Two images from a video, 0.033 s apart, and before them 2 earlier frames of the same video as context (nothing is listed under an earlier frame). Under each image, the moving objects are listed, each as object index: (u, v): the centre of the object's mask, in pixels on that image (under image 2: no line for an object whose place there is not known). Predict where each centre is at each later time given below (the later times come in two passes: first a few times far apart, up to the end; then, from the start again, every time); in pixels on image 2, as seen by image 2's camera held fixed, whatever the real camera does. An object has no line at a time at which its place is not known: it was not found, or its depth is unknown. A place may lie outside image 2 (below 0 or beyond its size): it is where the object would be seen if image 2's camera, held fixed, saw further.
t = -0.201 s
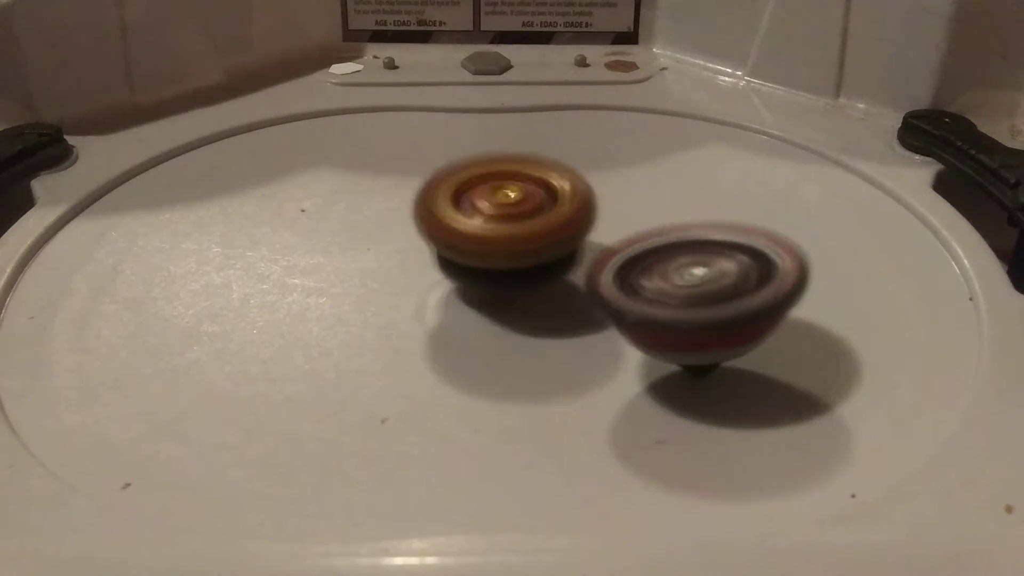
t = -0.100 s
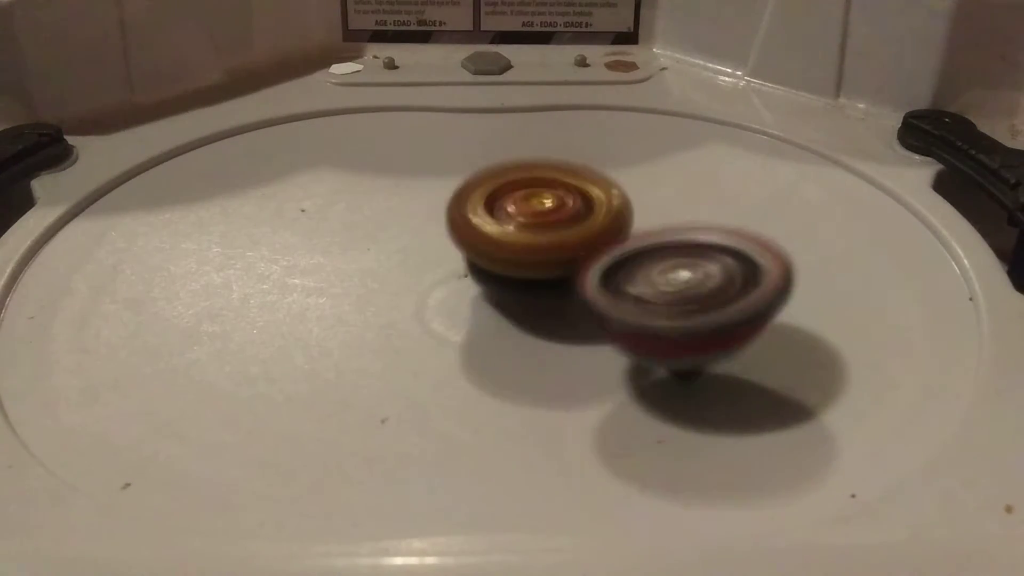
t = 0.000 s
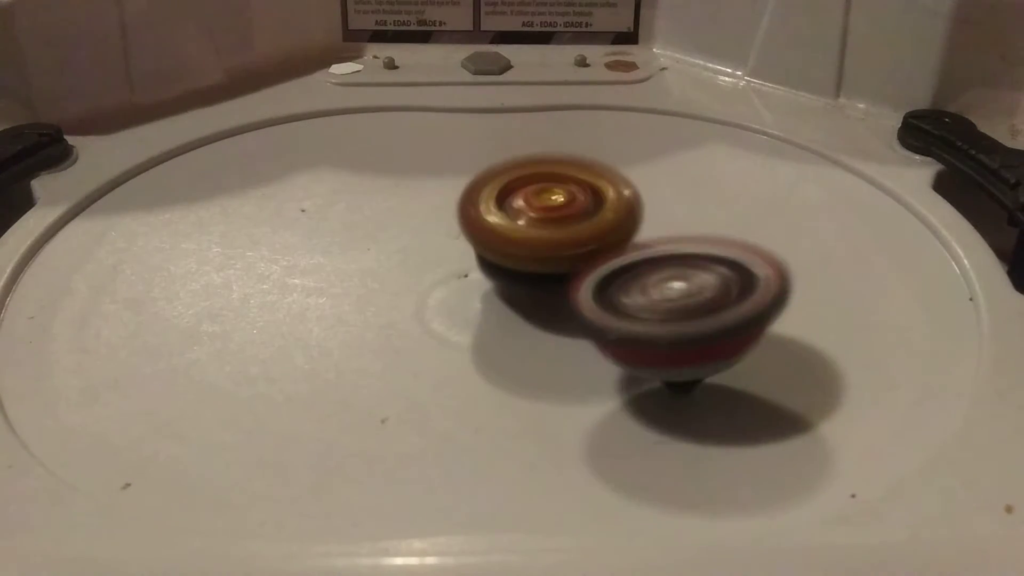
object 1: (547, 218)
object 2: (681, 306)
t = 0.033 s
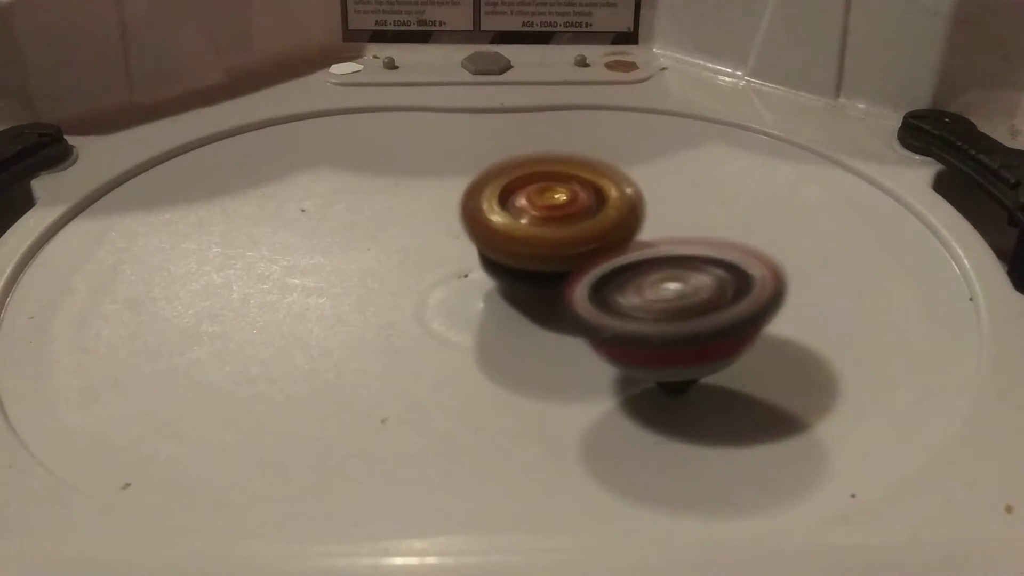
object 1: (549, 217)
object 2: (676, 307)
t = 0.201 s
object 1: (553, 211)
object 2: (637, 309)
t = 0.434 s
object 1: (541, 202)
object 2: (571, 311)
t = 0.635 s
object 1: (530, 182)
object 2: (494, 318)
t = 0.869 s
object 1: (515, 179)
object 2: (421, 270)
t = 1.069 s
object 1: (547, 191)
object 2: (344, 236)
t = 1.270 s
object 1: (588, 212)
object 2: (327, 202)
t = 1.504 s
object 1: (611, 243)
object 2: (360, 179)
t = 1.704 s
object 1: (594, 270)
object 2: (424, 179)
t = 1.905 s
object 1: (590, 329)
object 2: (476, 152)
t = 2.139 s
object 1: (598, 372)
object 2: (497, 149)
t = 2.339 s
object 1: (586, 365)
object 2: (534, 192)
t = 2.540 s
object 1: (571, 329)
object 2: (588, 196)
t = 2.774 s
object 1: (567, 275)
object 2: (608, 161)
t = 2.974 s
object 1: (563, 237)
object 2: (635, 134)
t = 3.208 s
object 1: (556, 207)
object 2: (674, 119)
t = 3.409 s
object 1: (537, 198)
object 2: (697, 137)
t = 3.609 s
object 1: (499, 206)
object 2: (698, 182)
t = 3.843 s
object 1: (453, 212)
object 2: (638, 251)
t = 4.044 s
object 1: (390, 195)
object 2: (533, 273)
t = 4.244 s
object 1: (369, 163)
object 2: (447, 263)
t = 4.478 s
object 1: (397, 138)
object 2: (423, 241)
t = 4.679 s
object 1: (441, 160)
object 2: (400, 271)
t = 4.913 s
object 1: (473, 214)
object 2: (325, 326)
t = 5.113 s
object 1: (492, 238)
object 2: (278, 304)
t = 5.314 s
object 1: (476, 278)
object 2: (222, 261)
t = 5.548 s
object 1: (502, 301)
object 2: (302, 253)
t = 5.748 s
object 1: (521, 324)
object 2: (366, 255)
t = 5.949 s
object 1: (539, 330)
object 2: (385, 239)
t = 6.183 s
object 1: (577, 317)
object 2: (418, 245)
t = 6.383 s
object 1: (627, 311)
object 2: (416, 264)
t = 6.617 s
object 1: (659, 300)
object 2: (407, 254)
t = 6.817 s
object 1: (666, 281)
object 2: (432, 251)
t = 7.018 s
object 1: (681, 259)
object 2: (428, 252)
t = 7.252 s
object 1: (688, 242)
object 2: (415, 256)
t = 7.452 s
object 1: (674, 231)
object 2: (422, 251)
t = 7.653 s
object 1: (656, 215)
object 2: (430, 246)
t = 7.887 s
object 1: (641, 197)
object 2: (421, 252)
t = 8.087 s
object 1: (626, 190)
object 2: (428, 245)
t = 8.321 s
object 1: (594, 186)
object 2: (428, 245)
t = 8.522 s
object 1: (563, 178)
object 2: (423, 252)
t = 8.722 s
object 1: (546, 176)
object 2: (410, 248)
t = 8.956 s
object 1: (546, 194)
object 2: (392, 254)
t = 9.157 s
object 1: (542, 218)
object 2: (372, 257)
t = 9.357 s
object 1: (537, 237)
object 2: (371, 263)
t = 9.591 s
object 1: (541, 243)
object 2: (357, 283)
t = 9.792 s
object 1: (554, 248)
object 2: (354, 286)
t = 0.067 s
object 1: (551, 215)
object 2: (671, 309)
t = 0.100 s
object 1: (551, 220)
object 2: (664, 309)
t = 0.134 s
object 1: (552, 217)
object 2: (656, 309)
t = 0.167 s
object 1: (553, 214)
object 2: (647, 308)
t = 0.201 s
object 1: (553, 211)
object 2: (637, 309)
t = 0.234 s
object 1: (553, 207)
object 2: (626, 309)
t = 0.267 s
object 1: (553, 206)
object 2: (616, 311)
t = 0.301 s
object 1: (551, 205)
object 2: (608, 312)
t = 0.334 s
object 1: (549, 204)
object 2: (600, 313)
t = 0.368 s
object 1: (546, 203)
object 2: (592, 313)
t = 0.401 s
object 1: (543, 203)
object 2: (583, 313)
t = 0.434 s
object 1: (541, 202)
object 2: (571, 311)
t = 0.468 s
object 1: (541, 200)
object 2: (556, 318)
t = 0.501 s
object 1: (542, 195)
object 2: (539, 320)
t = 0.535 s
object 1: (540, 192)
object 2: (528, 320)
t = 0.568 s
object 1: (537, 187)
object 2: (516, 321)
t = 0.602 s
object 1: (533, 184)
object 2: (505, 319)
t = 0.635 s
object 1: (530, 182)
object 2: (494, 318)
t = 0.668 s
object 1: (527, 179)
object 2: (483, 314)
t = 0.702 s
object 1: (523, 178)
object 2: (473, 308)
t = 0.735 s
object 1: (520, 177)
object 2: (461, 302)
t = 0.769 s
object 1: (518, 176)
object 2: (451, 294)
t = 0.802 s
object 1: (516, 176)
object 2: (440, 286)
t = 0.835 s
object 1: (514, 178)
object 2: (430, 278)
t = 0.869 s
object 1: (515, 179)
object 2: (421, 270)
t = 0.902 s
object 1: (519, 180)
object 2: (404, 265)
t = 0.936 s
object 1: (522, 183)
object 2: (386, 260)
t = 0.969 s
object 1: (527, 183)
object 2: (373, 255)
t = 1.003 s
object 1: (534, 186)
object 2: (363, 249)
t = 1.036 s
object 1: (541, 188)
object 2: (352, 242)
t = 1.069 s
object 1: (547, 191)
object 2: (344, 236)
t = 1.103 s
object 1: (555, 194)
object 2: (337, 230)
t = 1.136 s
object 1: (562, 197)
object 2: (332, 224)
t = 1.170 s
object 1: (569, 201)
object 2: (328, 218)
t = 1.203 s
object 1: (575, 204)
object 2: (326, 212)
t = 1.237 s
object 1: (582, 208)
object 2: (326, 207)
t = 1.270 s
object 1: (588, 212)
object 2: (327, 202)
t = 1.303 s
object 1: (593, 216)
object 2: (329, 197)
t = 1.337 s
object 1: (598, 220)
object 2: (331, 193)
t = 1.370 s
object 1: (603, 225)
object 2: (335, 189)
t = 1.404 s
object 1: (606, 229)
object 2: (340, 186)
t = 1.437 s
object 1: (609, 234)
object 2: (346, 183)
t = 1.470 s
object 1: (610, 238)
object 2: (352, 181)
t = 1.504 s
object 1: (611, 243)
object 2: (360, 179)
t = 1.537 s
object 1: (612, 248)
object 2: (369, 178)
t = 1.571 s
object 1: (611, 253)
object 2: (379, 177)
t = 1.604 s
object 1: (608, 255)
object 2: (389, 177)
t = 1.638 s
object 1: (604, 261)
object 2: (400, 177)
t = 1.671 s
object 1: (599, 263)
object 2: (412, 178)
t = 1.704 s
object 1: (594, 270)
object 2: (424, 179)
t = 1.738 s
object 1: (589, 271)
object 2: (436, 181)
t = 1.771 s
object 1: (582, 275)
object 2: (449, 184)
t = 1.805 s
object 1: (575, 278)
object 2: (461, 185)
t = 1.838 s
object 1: (571, 293)
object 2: (473, 183)
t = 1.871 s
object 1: (583, 317)
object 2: (475, 165)
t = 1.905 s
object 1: (590, 329)
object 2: (476, 152)
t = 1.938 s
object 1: (595, 339)
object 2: (480, 147)
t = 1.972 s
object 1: (599, 346)
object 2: (483, 144)
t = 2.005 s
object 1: (599, 352)
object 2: (486, 143)
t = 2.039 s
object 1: (600, 359)
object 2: (488, 143)
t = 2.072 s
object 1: (600, 370)
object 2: (490, 144)
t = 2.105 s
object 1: (600, 375)
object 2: (493, 146)
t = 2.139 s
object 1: (598, 372)
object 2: (497, 149)
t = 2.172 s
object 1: (596, 382)
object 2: (502, 153)
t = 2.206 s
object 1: (595, 383)
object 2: (507, 160)
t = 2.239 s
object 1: (594, 379)
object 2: (513, 167)
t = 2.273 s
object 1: (592, 377)
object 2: (520, 174)
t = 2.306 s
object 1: (588, 372)
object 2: (526, 182)
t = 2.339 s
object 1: (586, 365)
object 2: (534, 192)
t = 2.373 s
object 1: (583, 358)
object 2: (542, 201)
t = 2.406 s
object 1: (582, 351)
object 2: (548, 208)
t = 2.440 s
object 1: (581, 342)
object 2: (555, 212)
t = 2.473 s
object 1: (577, 339)
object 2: (565, 210)
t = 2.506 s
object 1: (570, 336)
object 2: (581, 202)
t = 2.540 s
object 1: (571, 329)
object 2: (588, 196)
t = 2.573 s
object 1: (571, 321)
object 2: (592, 189)
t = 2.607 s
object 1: (570, 311)
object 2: (595, 184)
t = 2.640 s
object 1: (571, 297)
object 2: (596, 181)
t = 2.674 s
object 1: (568, 294)
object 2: (598, 178)
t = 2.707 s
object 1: (566, 288)
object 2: (603, 172)
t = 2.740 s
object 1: (565, 281)
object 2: (606, 166)
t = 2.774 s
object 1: (567, 275)
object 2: (608, 161)
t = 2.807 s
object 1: (566, 268)
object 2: (611, 157)
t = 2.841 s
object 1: (564, 262)
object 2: (618, 152)
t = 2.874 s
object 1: (563, 257)
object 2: (622, 146)
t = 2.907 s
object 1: (563, 249)
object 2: (627, 142)
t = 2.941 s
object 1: (563, 243)
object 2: (631, 137)
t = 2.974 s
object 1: (563, 237)
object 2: (635, 134)
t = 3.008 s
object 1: (562, 232)
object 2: (641, 130)
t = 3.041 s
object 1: (562, 226)
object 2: (647, 127)
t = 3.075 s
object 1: (562, 222)
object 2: (653, 124)
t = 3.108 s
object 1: (560, 218)
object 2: (659, 120)
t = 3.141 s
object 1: (559, 214)
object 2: (666, 119)
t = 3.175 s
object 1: (558, 211)
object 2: (671, 118)
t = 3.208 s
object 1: (556, 207)
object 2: (674, 119)
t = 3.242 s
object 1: (554, 204)
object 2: (679, 119)
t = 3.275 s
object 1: (551, 201)
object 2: (684, 121)
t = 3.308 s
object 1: (547, 200)
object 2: (688, 124)
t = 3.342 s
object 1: (544, 199)
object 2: (692, 127)
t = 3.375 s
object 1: (541, 198)
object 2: (695, 131)
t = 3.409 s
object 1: (537, 198)
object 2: (697, 137)
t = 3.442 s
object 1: (530, 198)
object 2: (703, 142)
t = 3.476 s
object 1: (525, 198)
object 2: (705, 148)
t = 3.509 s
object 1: (518, 200)
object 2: (706, 156)
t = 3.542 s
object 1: (512, 202)
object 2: (706, 162)
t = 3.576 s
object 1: (507, 203)
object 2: (702, 172)
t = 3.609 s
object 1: (499, 206)
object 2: (698, 182)
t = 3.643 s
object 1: (493, 208)
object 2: (693, 190)
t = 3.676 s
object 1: (487, 212)
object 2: (685, 200)
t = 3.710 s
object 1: (478, 214)
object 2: (673, 209)
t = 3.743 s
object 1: (474, 216)
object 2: (662, 217)
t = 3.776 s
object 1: (470, 217)
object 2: (651, 230)
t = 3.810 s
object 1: (461, 215)
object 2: (646, 241)
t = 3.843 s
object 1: (453, 212)
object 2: (638, 251)
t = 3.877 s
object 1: (441, 212)
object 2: (623, 258)
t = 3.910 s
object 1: (426, 210)
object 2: (607, 262)
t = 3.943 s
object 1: (418, 207)
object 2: (584, 268)
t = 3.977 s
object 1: (409, 205)
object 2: (565, 269)
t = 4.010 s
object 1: (398, 200)
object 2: (549, 273)
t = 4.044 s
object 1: (390, 195)
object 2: (533, 273)
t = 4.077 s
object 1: (382, 191)
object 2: (519, 271)
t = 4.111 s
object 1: (376, 183)
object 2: (505, 268)
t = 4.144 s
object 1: (370, 178)
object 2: (486, 264)
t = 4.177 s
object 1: (368, 173)
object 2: (474, 266)
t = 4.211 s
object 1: (369, 167)
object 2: (456, 266)
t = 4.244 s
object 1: (369, 163)
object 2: (447, 263)
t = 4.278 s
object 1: (369, 157)
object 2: (439, 258)
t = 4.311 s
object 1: (372, 152)
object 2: (435, 254)
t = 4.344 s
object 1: (375, 147)
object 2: (432, 247)
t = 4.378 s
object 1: (378, 143)
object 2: (427, 243)
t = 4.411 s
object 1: (385, 140)
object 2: (426, 240)
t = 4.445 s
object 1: (390, 139)
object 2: (422, 241)
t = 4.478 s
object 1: (397, 138)
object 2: (423, 241)
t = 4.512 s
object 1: (403, 139)
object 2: (425, 243)
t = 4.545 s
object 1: (410, 139)
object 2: (425, 242)
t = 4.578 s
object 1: (418, 141)
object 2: (420, 245)
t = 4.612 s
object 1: (426, 145)
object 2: (413, 251)
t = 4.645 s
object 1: (435, 152)
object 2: (402, 263)
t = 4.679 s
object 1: (441, 160)
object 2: (400, 271)
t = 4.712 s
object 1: (448, 167)
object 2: (396, 278)
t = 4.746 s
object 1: (451, 175)
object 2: (393, 284)
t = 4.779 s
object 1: (456, 183)
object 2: (388, 291)
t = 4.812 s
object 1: (459, 193)
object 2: (378, 297)
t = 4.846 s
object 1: (464, 199)
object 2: (362, 309)
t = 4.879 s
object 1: (471, 206)
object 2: (341, 319)
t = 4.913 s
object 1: (473, 214)
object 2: (325, 326)
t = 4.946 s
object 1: (472, 221)
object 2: (315, 326)
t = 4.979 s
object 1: (473, 224)
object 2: (307, 324)
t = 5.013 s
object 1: (480, 226)
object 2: (296, 319)
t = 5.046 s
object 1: (487, 228)
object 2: (288, 316)
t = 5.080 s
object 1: (492, 232)
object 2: (281, 310)
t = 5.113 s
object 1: (492, 238)
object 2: (278, 304)
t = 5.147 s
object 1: (487, 244)
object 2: (277, 297)
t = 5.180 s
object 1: (474, 247)
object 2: (279, 290)
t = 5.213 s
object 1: (468, 253)
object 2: (279, 285)
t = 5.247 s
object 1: (469, 258)
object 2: (268, 285)
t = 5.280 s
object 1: (475, 267)
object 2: (246, 262)
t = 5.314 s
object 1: (476, 278)
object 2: (222, 261)
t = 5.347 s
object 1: (476, 285)
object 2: (217, 247)
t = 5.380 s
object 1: (480, 285)
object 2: (218, 242)
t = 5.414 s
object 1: (487, 286)
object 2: (229, 237)
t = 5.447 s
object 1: (496, 289)
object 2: (248, 239)
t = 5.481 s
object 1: (500, 295)
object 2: (263, 243)
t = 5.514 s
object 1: (501, 299)
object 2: (282, 247)
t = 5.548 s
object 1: (502, 301)
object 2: (302, 253)
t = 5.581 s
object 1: (509, 303)
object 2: (319, 257)
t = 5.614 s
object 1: (517, 313)
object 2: (333, 257)
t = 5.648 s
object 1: (516, 317)
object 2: (345, 257)
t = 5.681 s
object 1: (517, 321)
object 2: (353, 258)
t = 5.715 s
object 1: (519, 320)
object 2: (360, 258)
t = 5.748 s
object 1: (521, 324)
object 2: (366, 255)
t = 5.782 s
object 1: (526, 333)
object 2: (370, 251)
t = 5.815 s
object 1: (527, 329)
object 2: (372, 247)
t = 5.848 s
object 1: (530, 325)
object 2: (373, 245)
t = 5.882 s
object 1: (535, 331)
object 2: (378, 244)
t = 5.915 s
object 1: (535, 331)
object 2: (380, 241)
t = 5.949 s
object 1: (539, 330)
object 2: (385, 239)
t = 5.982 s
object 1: (544, 326)
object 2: (393, 239)
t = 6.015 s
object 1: (549, 323)
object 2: (396, 241)
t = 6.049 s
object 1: (559, 322)
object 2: (399, 244)
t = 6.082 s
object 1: (563, 321)
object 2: (404, 247)
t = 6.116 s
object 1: (568, 322)
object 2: (409, 246)
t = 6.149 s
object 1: (573, 323)
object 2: (415, 244)
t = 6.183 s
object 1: (577, 317)
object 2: (418, 245)
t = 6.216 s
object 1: (587, 312)
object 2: (424, 248)
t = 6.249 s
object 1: (602, 312)
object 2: (425, 249)
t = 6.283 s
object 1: (611, 312)
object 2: (419, 254)
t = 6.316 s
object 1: (619, 313)
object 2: (415, 260)
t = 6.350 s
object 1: (623, 311)
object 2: (414, 262)
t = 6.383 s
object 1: (627, 311)
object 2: (416, 264)
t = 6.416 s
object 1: (636, 307)
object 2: (418, 263)
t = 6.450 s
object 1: (643, 308)
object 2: (418, 261)
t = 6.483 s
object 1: (648, 307)
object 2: (409, 260)
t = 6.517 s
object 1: (651, 306)
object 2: (405, 260)
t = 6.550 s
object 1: (651, 304)
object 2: (406, 259)
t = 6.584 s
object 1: (655, 301)
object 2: (407, 255)
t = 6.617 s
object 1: (659, 300)
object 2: (407, 254)
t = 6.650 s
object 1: (658, 298)
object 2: (411, 253)
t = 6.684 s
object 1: (658, 295)
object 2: (409, 250)
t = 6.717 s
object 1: (658, 291)
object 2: (412, 249)
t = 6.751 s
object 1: (658, 286)
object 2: (422, 248)
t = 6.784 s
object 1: (662, 283)
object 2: (428, 249)
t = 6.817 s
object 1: (666, 281)
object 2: (432, 251)
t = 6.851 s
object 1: (667, 278)
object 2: (434, 252)
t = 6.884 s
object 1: (667, 274)
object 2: (425, 250)
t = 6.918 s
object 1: (667, 268)
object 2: (425, 249)
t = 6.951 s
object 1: (670, 262)
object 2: (429, 248)
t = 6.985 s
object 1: (676, 260)
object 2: (429, 249)
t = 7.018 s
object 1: (681, 259)
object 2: (428, 252)
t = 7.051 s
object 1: (682, 256)
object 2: (424, 254)
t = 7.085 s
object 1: (682, 253)
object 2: (415, 258)
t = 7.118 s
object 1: (682, 248)
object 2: (416, 262)
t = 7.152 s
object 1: (686, 244)
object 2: (419, 262)
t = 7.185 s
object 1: (691, 244)
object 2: (422, 261)
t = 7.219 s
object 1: (690, 243)
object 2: (420, 259)
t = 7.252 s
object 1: (688, 242)
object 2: (415, 256)
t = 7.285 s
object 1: (686, 238)
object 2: (405, 253)
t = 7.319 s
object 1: (682, 237)
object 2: (407, 252)
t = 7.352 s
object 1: (682, 236)
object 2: (418, 251)
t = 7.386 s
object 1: (682, 234)
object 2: (423, 250)
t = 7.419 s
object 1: (678, 232)
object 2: (424, 252)
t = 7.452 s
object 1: (674, 231)
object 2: (422, 251)
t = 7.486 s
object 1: (670, 228)
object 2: (420, 251)
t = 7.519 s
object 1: (665, 224)
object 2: (424, 247)
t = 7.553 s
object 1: (664, 222)
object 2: (431, 246)
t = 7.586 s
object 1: (664, 220)
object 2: (431, 246)
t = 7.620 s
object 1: (661, 218)
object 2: (430, 245)
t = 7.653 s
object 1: (656, 215)
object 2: (430, 246)
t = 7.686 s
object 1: (653, 212)
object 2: (429, 247)
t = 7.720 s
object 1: (650, 207)
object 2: (426, 248)
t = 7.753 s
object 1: (651, 205)
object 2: (424, 251)
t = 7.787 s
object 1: (651, 204)
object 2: (421, 252)
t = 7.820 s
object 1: (650, 202)
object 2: (420, 253)
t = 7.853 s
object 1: (646, 199)
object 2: (421, 254)
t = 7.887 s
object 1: (641, 197)
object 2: (421, 252)
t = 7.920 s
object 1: (640, 194)
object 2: (417, 250)
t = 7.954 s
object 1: (641, 192)
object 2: (412, 248)
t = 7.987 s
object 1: (640, 193)
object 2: (414, 246)
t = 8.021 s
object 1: (636, 192)
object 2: (416, 244)
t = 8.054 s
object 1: (630, 191)
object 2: (422, 245)
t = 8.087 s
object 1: (626, 190)
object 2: (428, 245)
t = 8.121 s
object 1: (623, 189)
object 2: (427, 247)
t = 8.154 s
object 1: (621, 190)
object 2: (425, 249)
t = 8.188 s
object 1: (617, 189)
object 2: (423, 247)
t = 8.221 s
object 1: (612, 189)
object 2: (419, 246)
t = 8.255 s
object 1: (605, 188)
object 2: (423, 244)
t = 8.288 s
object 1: (598, 188)
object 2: (428, 244)
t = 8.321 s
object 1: (594, 186)
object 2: (428, 245)
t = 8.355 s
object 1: (591, 185)
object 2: (424, 246)
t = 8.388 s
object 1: (587, 185)
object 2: (418, 249)
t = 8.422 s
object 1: (583, 184)
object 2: (415, 251)
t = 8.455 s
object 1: (575, 182)
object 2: (416, 253)
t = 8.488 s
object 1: (567, 182)
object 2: (418, 254)
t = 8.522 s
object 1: (563, 178)
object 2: (423, 252)
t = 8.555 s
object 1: (561, 178)
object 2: (421, 250)
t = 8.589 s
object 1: (559, 176)
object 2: (415, 249)
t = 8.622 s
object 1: (557, 178)
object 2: (413, 247)
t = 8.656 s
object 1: (552, 177)
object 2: (414, 245)
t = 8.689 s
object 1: (547, 176)
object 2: (412, 248)
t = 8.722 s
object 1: (546, 176)
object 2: (410, 248)
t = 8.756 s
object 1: (547, 178)
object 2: (409, 250)
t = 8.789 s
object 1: (546, 180)
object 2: (405, 252)
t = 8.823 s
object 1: (545, 182)
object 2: (396, 260)
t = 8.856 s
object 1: (545, 186)
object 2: (394, 259)
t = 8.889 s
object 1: (544, 189)
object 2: (392, 261)
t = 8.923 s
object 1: (545, 189)
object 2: (393, 258)
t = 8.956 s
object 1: (546, 194)
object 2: (392, 254)
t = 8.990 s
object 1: (545, 196)
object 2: (392, 254)
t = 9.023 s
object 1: (546, 198)
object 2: (391, 254)
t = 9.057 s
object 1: (552, 203)
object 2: (386, 254)
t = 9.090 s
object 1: (551, 209)
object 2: (378, 252)
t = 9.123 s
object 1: (547, 213)
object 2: (373, 256)
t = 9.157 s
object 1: (542, 218)
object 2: (372, 257)
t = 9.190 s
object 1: (541, 223)
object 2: (372, 261)
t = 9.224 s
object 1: (542, 225)
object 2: (360, 260)
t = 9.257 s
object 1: (542, 229)
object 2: (361, 257)
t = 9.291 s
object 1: (539, 232)
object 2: (364, 259)
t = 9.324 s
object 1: (539, 234)
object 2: (366, 262)
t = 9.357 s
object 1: (537, 237)
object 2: (371, 263)
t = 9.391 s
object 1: (535, 239)
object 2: (370, 267)
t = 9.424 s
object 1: (535, 240)
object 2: (363, 272)
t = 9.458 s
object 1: (532, 241)
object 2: (360, 276)
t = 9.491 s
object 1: (532, 242)
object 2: (360, 277)
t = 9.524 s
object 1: (535, 242)
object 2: (358, 280)
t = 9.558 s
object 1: (538, 243)
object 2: (358, 281)
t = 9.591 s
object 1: (541, 243)
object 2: (357, 283)
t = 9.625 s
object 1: (546, 245)
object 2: (356, 284)
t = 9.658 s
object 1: (548, 246)
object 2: (355, 285)
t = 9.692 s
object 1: (551, 246)
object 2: (355, 285)
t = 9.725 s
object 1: (552, 245)
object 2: (355, 286)
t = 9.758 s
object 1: (553, 249)
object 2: (354, 287)
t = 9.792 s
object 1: (554, 248)
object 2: (354, 286)
